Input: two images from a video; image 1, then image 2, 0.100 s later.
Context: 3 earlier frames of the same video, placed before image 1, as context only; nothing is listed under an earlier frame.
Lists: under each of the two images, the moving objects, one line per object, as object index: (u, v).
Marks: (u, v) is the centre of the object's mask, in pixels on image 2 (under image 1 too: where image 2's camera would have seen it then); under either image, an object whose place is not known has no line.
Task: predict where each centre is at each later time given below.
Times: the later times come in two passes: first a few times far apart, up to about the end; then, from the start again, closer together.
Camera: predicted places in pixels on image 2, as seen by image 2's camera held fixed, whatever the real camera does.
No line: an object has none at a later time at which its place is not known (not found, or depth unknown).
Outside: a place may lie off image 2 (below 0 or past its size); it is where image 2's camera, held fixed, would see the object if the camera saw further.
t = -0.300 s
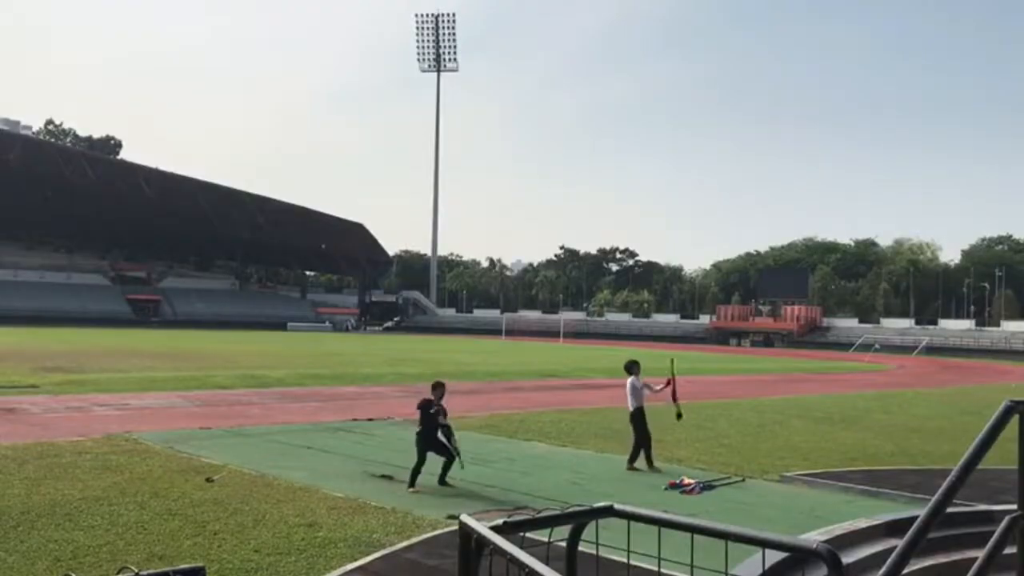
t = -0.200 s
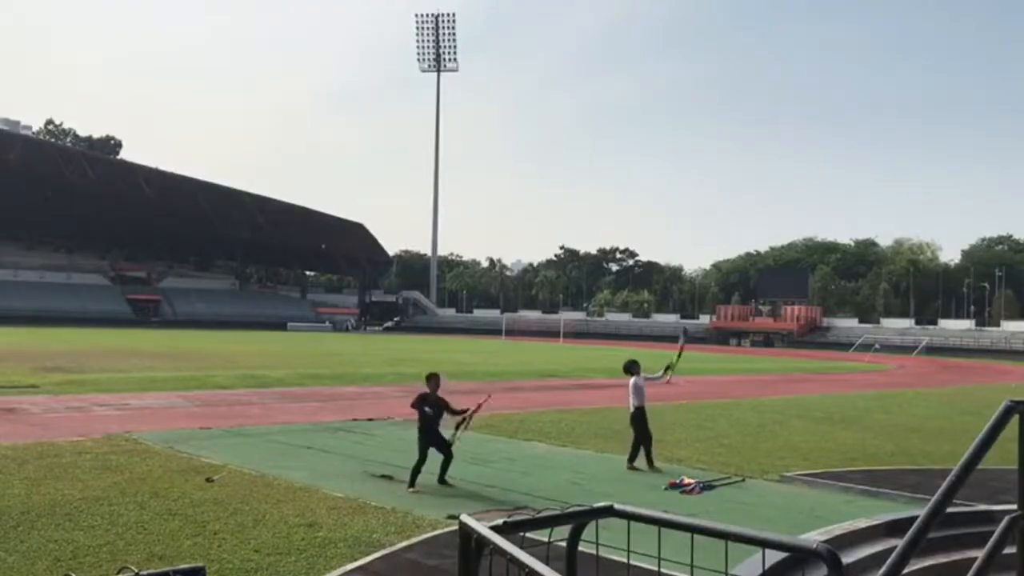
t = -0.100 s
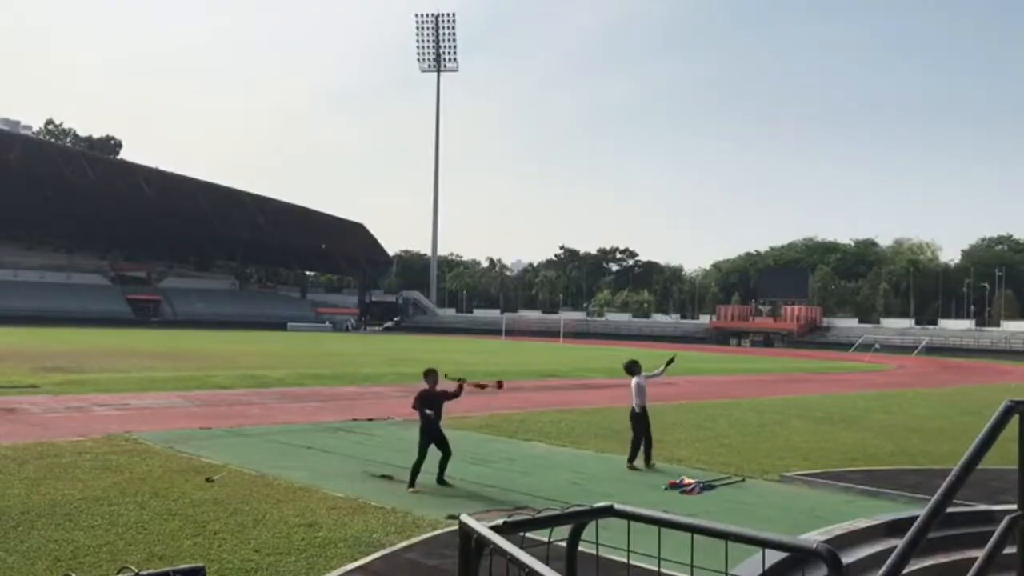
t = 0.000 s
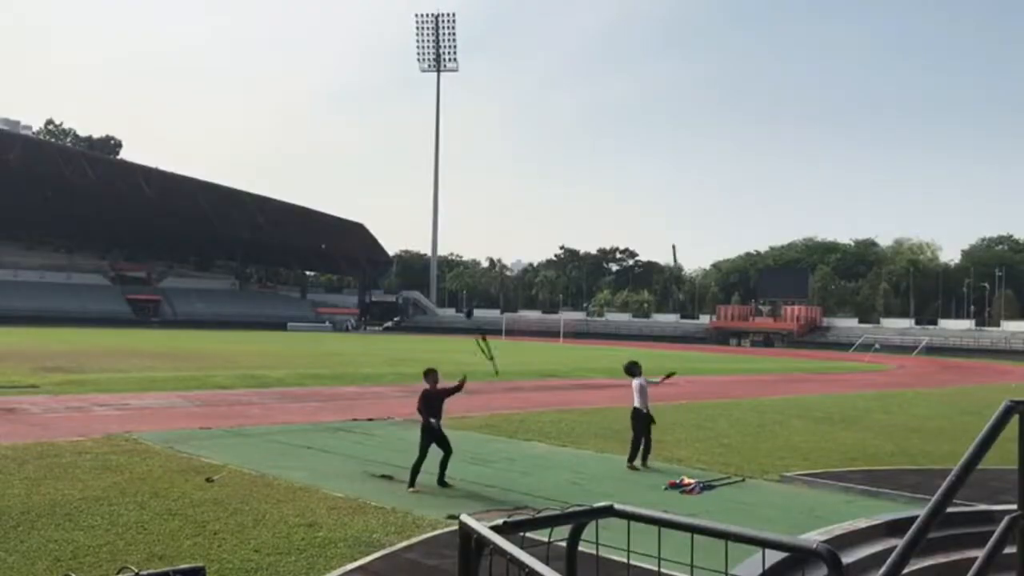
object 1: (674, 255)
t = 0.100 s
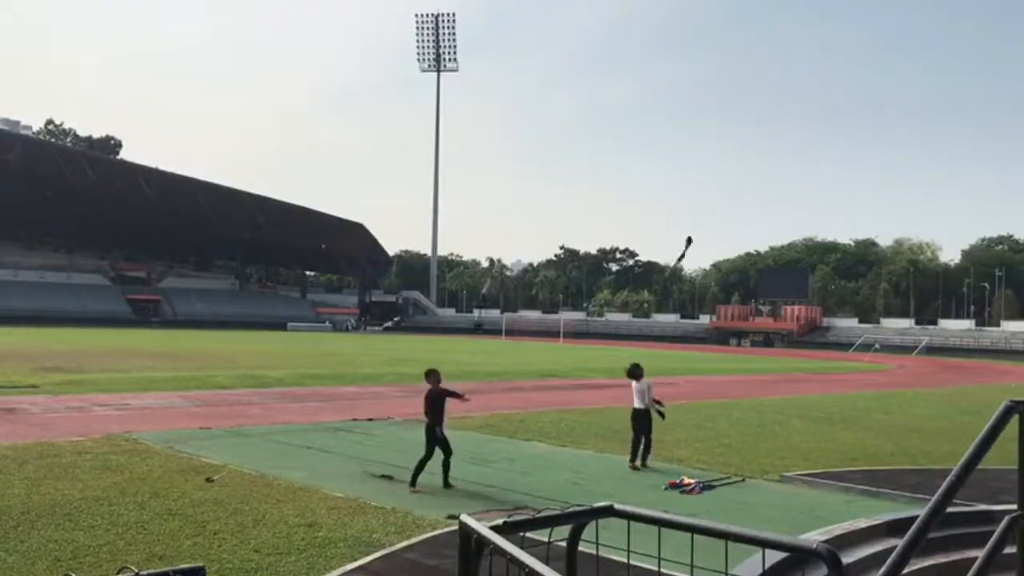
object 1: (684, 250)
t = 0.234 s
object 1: (678, 233)
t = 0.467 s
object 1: (678, 220)
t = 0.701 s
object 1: (674, 240)
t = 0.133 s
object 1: (680, 247)
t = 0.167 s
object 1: (678, 242)
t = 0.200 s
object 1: (679, 238)
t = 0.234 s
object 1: (678, 233)
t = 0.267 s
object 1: (679, 229)
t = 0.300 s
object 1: (680, 224)
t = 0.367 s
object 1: (679, 220)
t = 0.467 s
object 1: (678, 220)
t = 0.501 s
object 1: (677, 221)
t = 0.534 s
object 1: (677, 223)
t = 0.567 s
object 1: (676, 225)
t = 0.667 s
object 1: (675, 233)
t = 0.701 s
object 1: (674, 240)
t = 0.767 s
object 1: (675, 253)
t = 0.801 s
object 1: (673, 263)
